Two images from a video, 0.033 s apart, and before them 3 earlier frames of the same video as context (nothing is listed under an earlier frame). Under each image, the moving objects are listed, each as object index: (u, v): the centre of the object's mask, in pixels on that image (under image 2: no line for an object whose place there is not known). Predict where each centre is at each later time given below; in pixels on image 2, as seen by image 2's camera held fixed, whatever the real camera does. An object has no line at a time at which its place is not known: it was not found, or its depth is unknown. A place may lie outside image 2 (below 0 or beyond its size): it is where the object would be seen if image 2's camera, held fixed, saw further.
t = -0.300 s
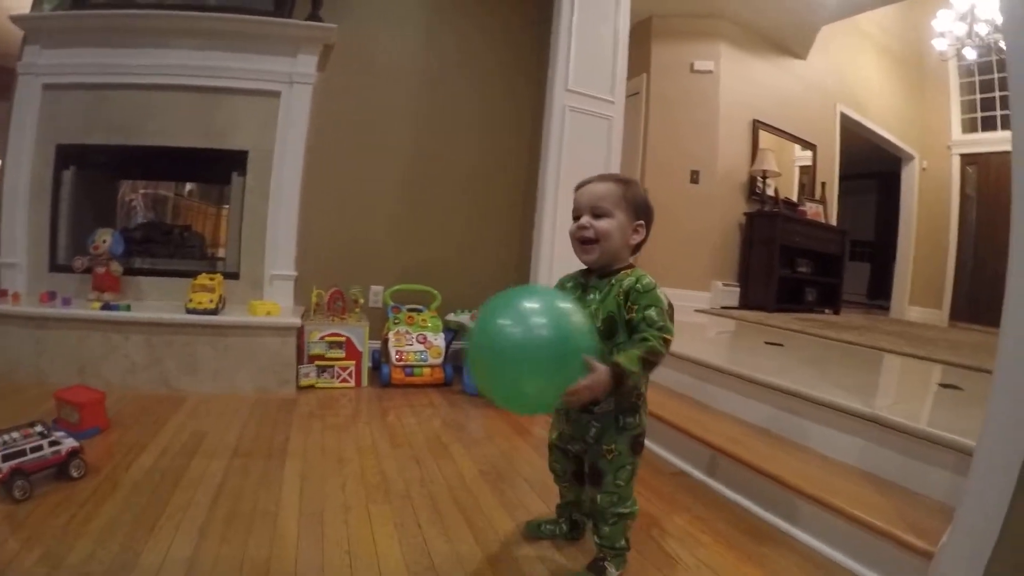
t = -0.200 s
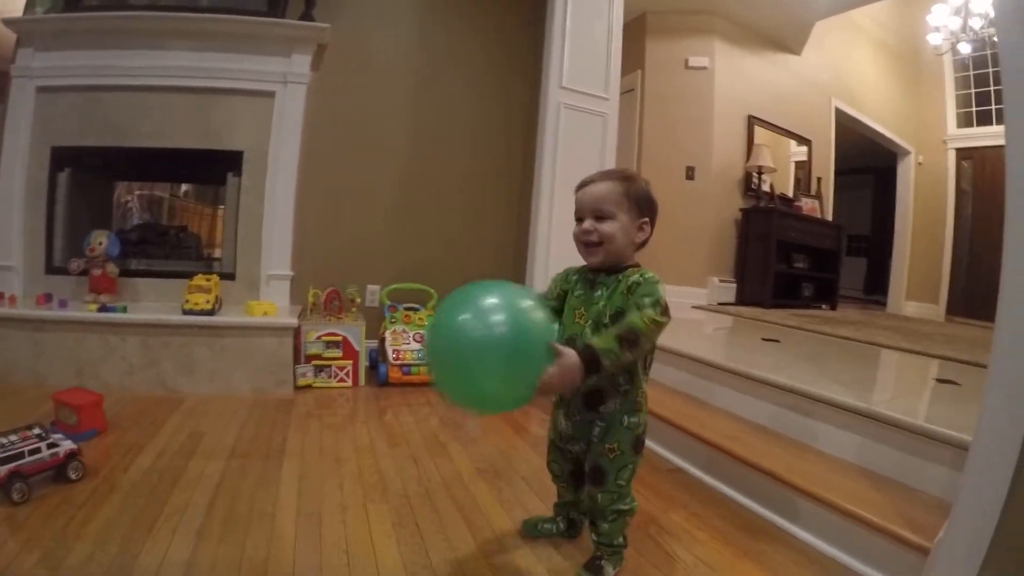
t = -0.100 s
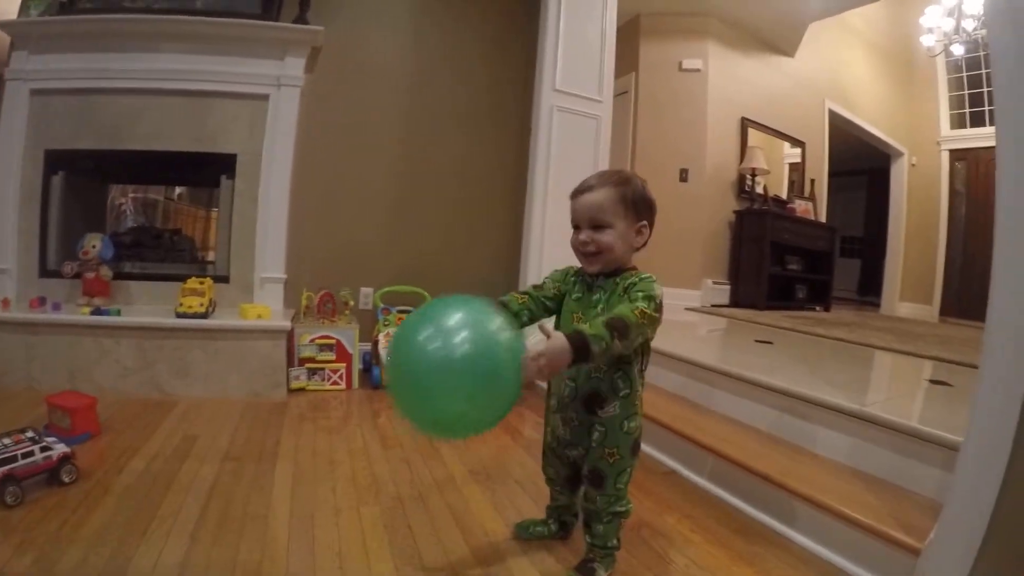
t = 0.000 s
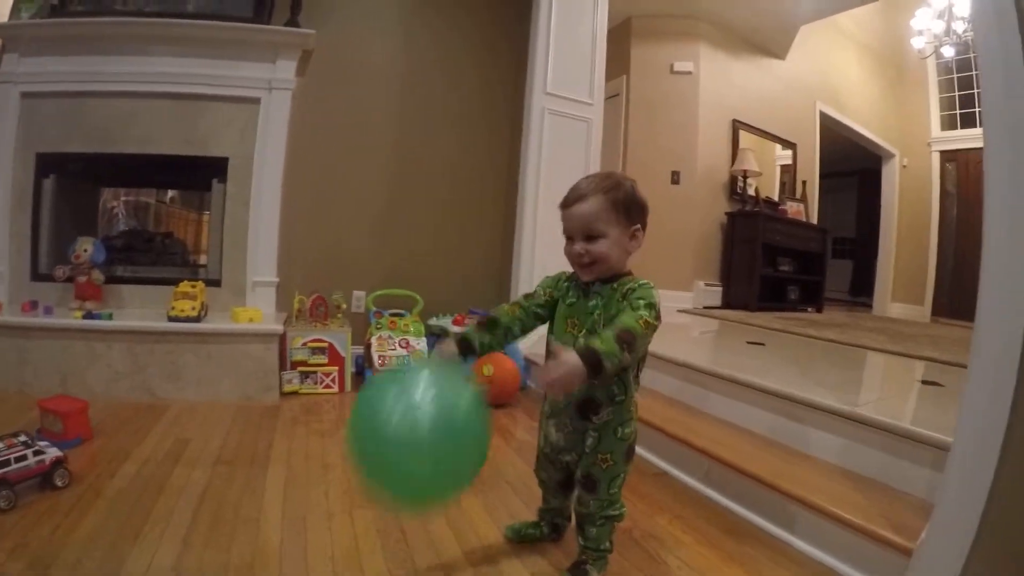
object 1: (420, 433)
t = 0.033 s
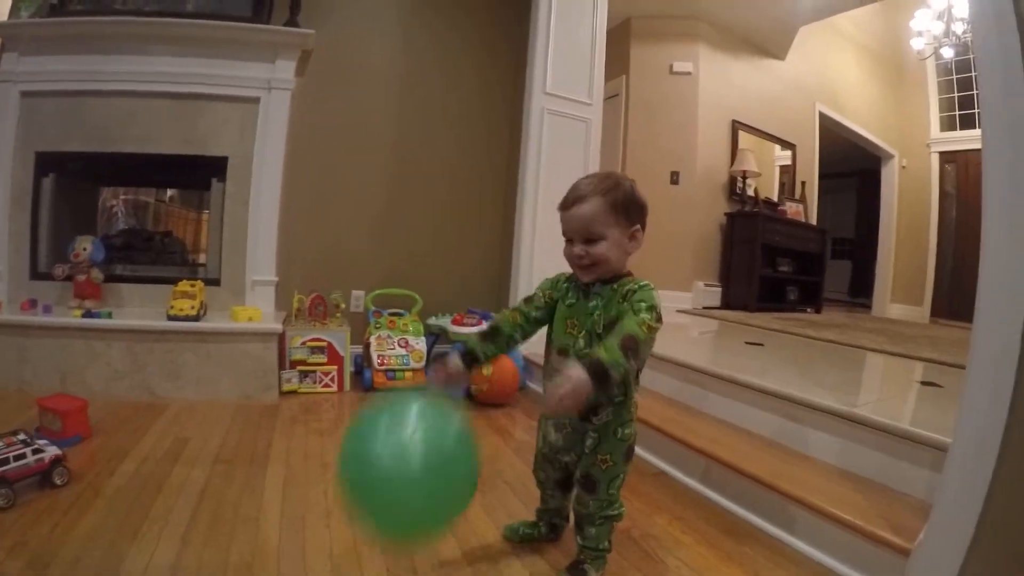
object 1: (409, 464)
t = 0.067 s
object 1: (401, 502)
